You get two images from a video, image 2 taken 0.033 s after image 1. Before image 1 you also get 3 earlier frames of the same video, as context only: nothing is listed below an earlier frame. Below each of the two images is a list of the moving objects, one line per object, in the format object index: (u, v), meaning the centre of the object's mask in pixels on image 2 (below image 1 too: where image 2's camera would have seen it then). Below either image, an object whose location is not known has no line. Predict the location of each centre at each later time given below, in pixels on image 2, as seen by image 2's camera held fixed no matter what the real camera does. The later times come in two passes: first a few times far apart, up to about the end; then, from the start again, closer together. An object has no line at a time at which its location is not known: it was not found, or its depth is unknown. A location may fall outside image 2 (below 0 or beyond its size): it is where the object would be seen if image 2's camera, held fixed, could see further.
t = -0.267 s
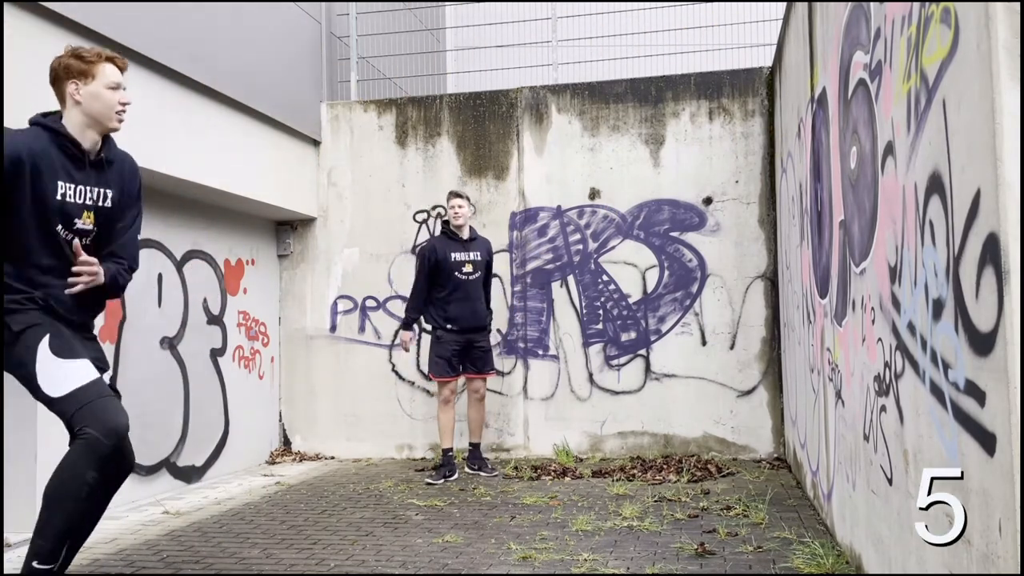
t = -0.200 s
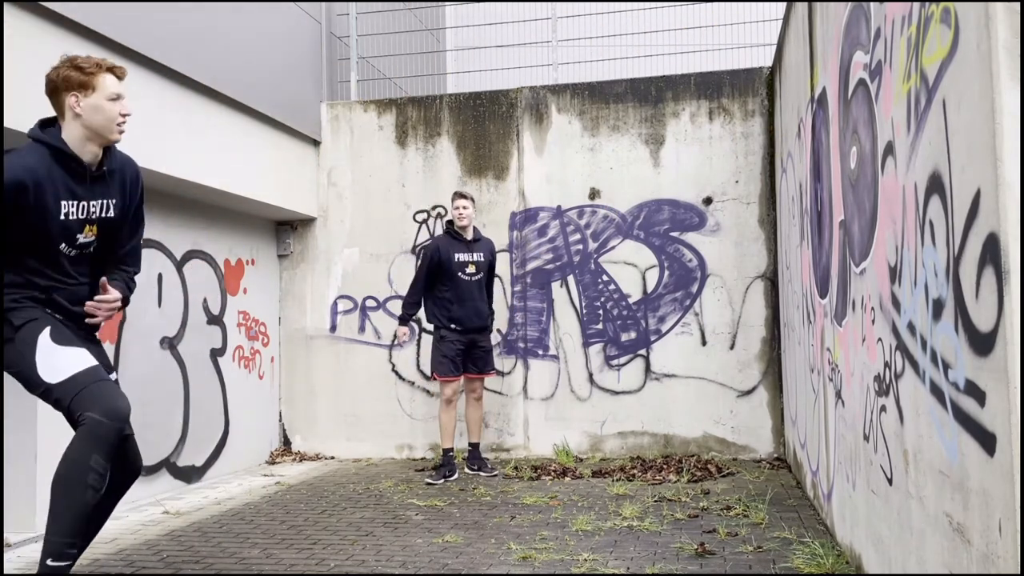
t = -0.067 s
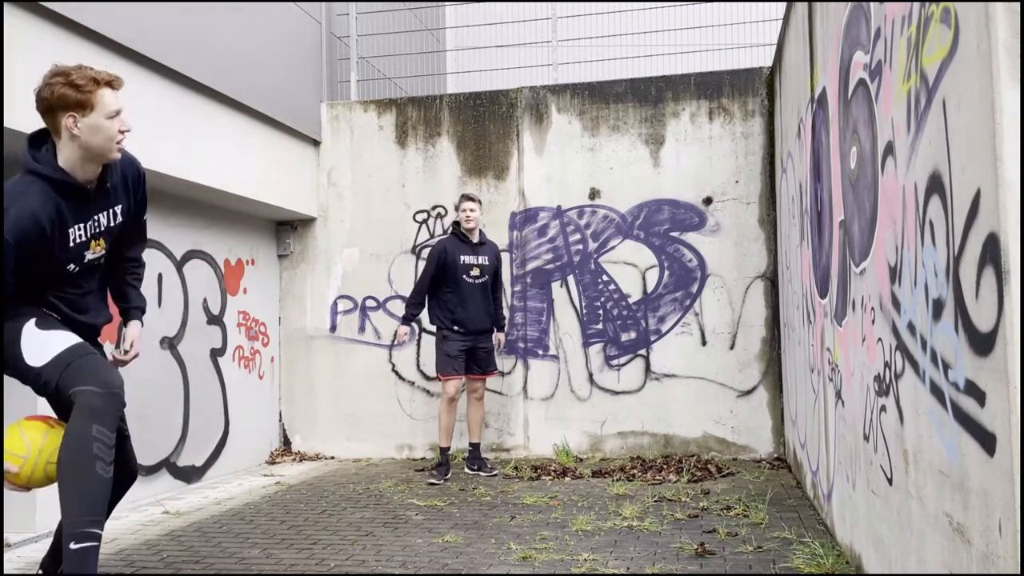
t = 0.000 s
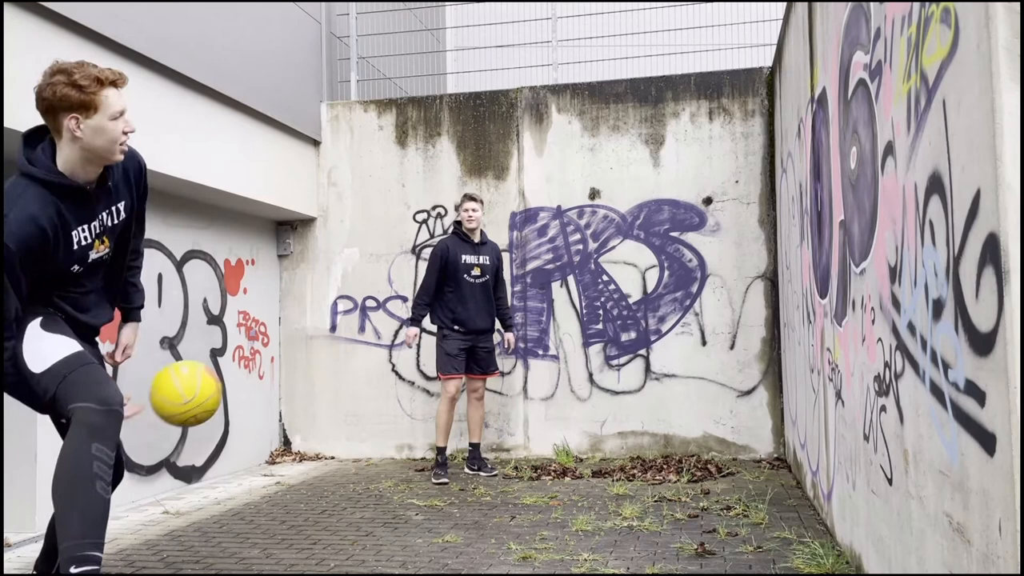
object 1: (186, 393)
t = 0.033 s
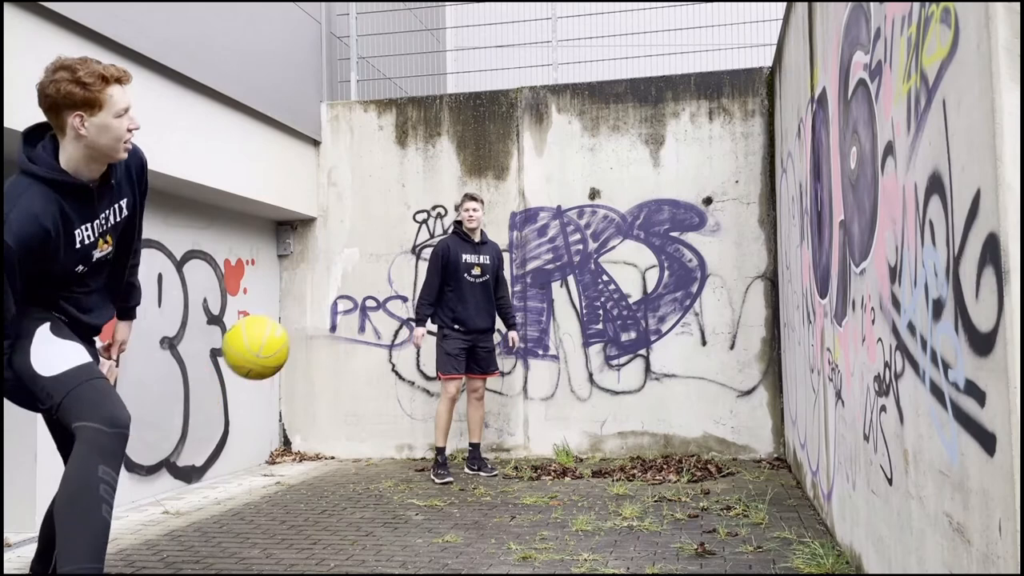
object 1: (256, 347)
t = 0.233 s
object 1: (591, 188)
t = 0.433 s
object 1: (784, 156)
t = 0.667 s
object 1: (589, 201)
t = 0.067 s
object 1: (322, 308)
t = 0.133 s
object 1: (440, 246)
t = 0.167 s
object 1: (494, 223)
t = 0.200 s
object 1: (544, 204)
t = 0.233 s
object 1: (591, 188)
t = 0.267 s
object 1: (637, 176)
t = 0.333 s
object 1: (722, 160)
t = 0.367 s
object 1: (763, 157)
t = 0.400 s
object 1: (801, 157)
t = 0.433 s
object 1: (784, 156)
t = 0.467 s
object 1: (752, 156)
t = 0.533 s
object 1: (691, 164)
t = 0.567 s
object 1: (663, 171)
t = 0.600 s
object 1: (638, 180)
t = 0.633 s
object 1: (612, 190)
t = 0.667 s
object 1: (589, 201)
